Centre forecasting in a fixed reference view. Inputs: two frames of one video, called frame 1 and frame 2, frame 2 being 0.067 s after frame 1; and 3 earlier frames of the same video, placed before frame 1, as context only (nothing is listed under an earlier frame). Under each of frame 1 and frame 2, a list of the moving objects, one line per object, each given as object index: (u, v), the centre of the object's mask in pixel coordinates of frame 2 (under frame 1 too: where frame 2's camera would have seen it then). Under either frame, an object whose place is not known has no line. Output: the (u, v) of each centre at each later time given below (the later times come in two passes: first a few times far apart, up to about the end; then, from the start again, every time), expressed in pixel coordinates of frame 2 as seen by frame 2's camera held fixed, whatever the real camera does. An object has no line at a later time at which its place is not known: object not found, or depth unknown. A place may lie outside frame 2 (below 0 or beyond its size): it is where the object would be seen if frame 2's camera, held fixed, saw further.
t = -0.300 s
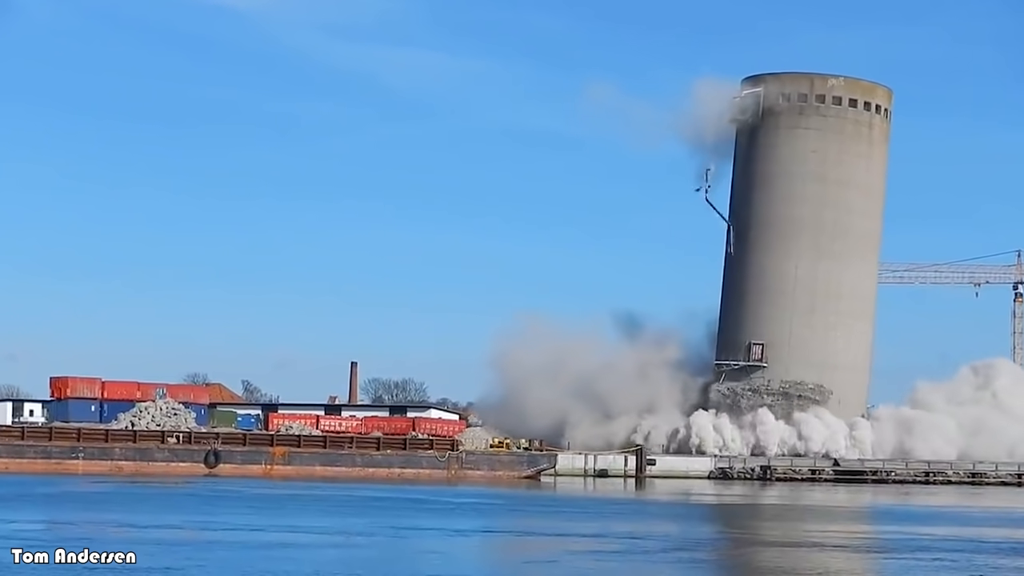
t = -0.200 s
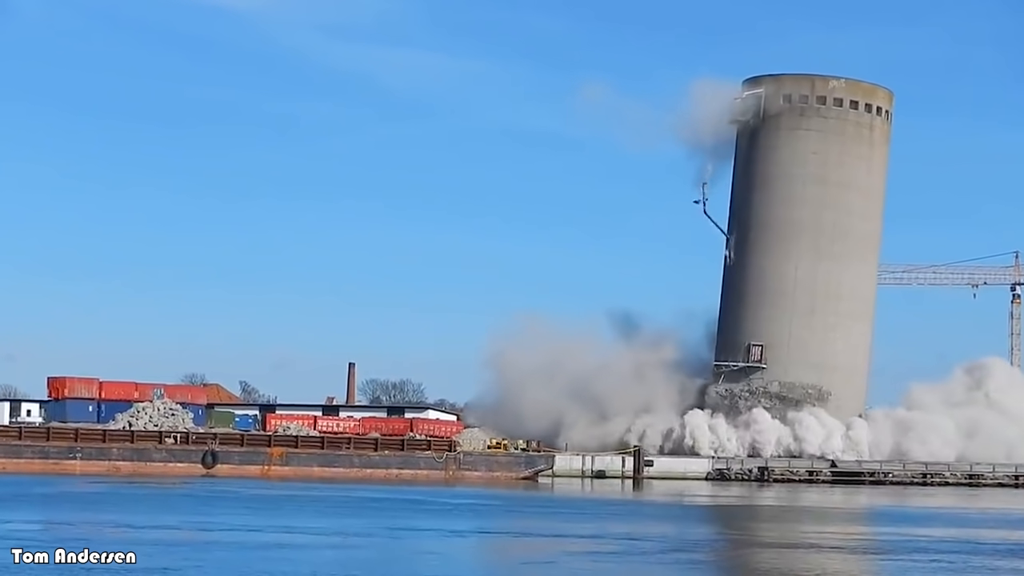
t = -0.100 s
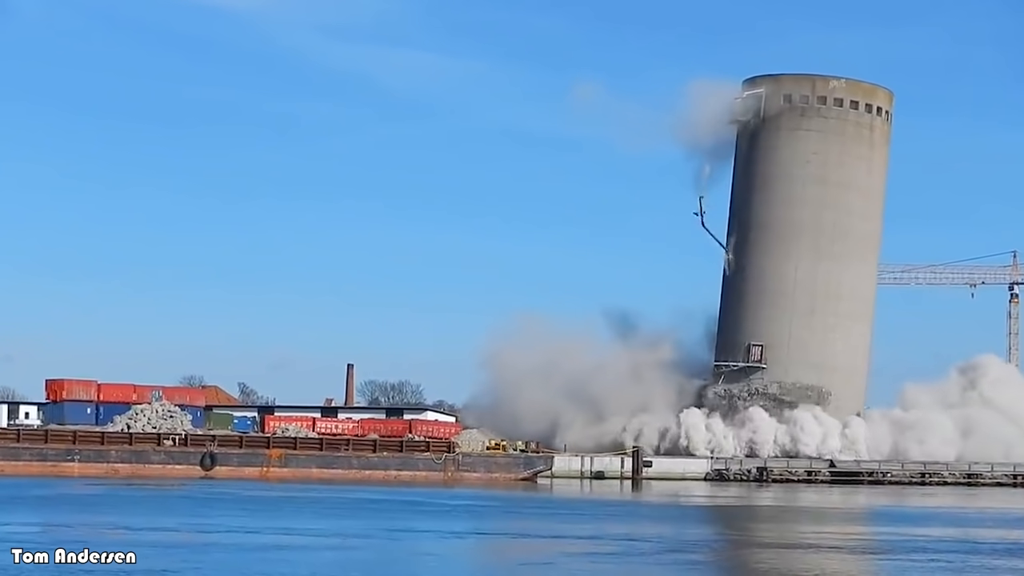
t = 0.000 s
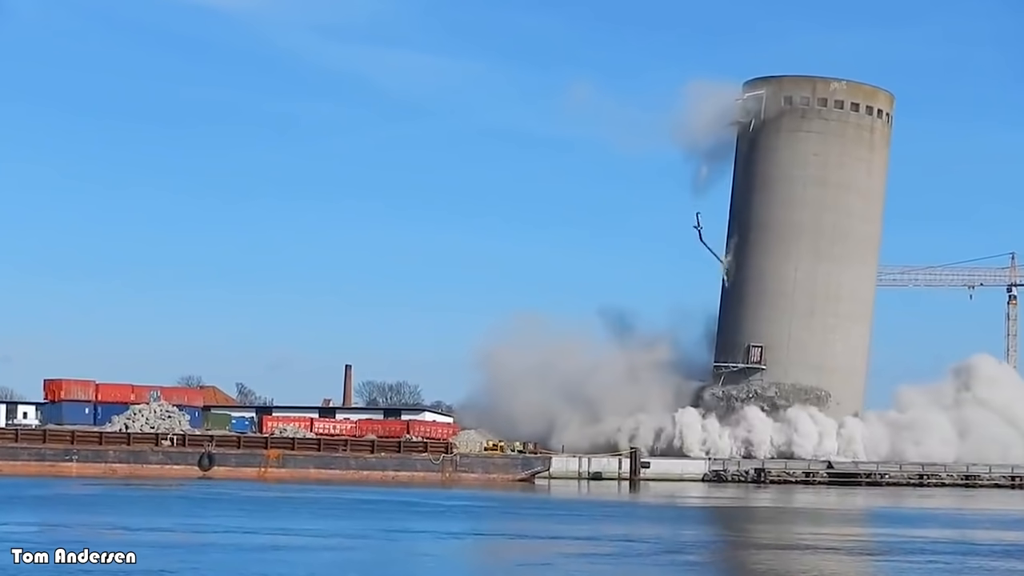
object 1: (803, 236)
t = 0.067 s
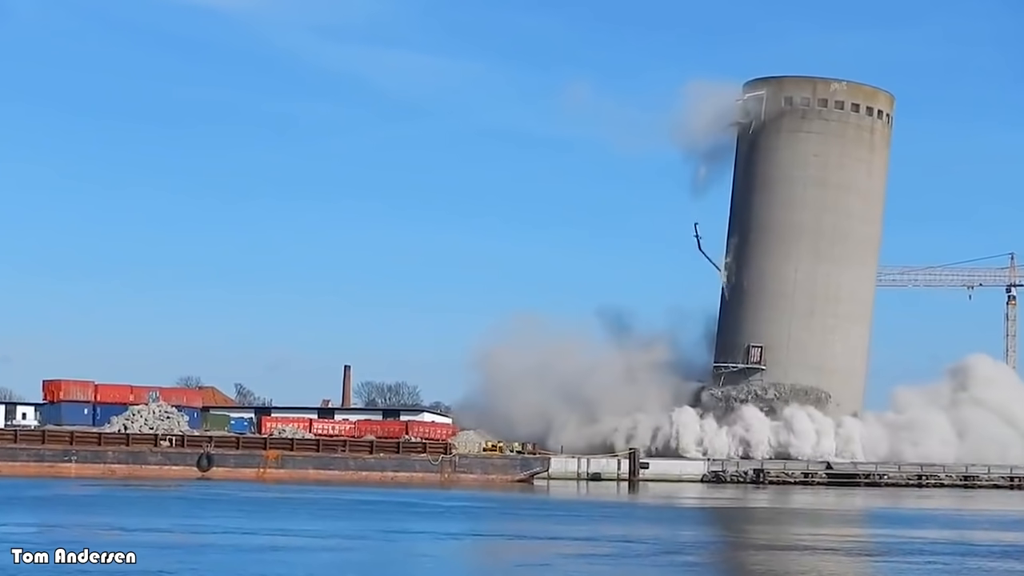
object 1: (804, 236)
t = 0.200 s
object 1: (806, 235)
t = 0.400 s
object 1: (808, 235)
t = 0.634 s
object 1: (811, 236)
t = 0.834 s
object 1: (812, 237)
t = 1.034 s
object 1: (814, 237)
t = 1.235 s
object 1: (816, 237)
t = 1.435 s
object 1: (818, 237)
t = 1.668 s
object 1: (821, 236)
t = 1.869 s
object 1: (823, 236)
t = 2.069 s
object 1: (825, 236)
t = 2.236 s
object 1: (826, 236)
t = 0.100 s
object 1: (805, 235)
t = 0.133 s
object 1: (805, 235)
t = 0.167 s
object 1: (806, 235)
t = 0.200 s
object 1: (806, 235)
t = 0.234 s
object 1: (807, 234)
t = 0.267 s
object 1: (807, 235)
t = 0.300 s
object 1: (808, 235)
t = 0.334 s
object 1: (808, 235)
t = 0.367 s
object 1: (808, 235)
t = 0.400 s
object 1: (808, 235)
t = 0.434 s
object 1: (809, 235)
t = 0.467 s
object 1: (809, 235)
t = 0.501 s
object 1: (809, 236)
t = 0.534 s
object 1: (810, 235)
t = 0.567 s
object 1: (810, 236)
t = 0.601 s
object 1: (810, 236)
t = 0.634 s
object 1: (811, 236)
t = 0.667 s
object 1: (811, 236)
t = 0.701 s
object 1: (811, 236)
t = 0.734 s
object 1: (811, 237)
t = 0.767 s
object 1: (812, 236)
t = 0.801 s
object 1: (812, 236)
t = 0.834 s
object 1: (812, 237)
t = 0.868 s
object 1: (813, 236)
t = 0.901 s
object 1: (813, 237)
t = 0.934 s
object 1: (813, 237)
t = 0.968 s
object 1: (813, 237)
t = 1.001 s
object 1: (813, 237)
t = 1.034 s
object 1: (814, 237)
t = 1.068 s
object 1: (815, 237)
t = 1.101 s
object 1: (815, 237)
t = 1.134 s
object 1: (815, 237)
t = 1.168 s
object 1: (814, 238)
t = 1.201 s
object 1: (816, 237)
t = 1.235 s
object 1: (816, 237)
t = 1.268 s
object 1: (816, 237)
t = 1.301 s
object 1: (817, 236)
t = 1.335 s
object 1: (817, 236)
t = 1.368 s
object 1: (818, 236)
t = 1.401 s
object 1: (818, 236)
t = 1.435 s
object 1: (818, 237)
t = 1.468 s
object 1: (819, 237)
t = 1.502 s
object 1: (819, 237)
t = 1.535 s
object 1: (820, 237)
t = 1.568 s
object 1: (820, 237)
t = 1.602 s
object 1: (820, 237)
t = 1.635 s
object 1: (821, 237)
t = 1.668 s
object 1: (821, 236)
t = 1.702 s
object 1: (822, 236)
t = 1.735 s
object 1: (822, 236)
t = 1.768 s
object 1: (822, 236)
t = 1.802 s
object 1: (823, 236)
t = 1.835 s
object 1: (823, 236)
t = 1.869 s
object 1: (823, 236)
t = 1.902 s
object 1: (823, 236)
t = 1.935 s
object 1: (824, 236)
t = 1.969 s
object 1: (824, 235)
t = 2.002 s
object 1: (824, 236)
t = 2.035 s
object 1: (825, 236)
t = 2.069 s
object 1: (825, 236)
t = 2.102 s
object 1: (825, 236)
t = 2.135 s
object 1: (825, 235)
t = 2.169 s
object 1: (826, 236)
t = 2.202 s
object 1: (826, 236)
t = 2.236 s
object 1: (826, 236)
